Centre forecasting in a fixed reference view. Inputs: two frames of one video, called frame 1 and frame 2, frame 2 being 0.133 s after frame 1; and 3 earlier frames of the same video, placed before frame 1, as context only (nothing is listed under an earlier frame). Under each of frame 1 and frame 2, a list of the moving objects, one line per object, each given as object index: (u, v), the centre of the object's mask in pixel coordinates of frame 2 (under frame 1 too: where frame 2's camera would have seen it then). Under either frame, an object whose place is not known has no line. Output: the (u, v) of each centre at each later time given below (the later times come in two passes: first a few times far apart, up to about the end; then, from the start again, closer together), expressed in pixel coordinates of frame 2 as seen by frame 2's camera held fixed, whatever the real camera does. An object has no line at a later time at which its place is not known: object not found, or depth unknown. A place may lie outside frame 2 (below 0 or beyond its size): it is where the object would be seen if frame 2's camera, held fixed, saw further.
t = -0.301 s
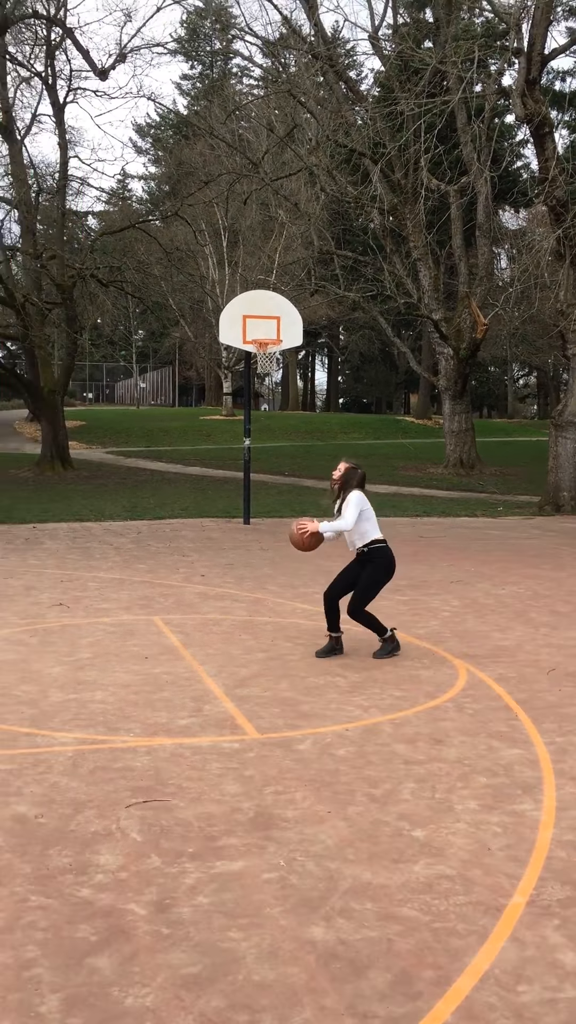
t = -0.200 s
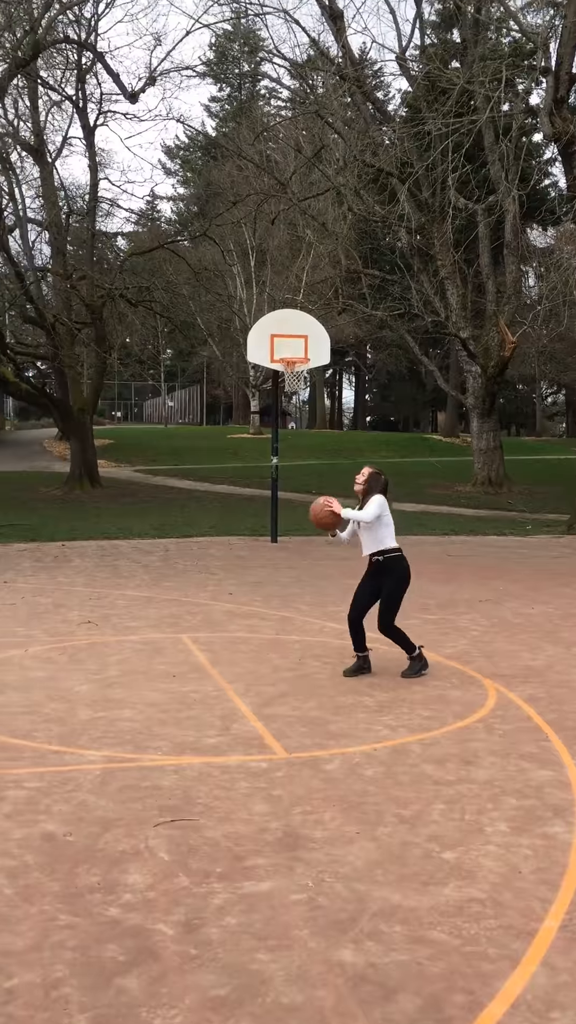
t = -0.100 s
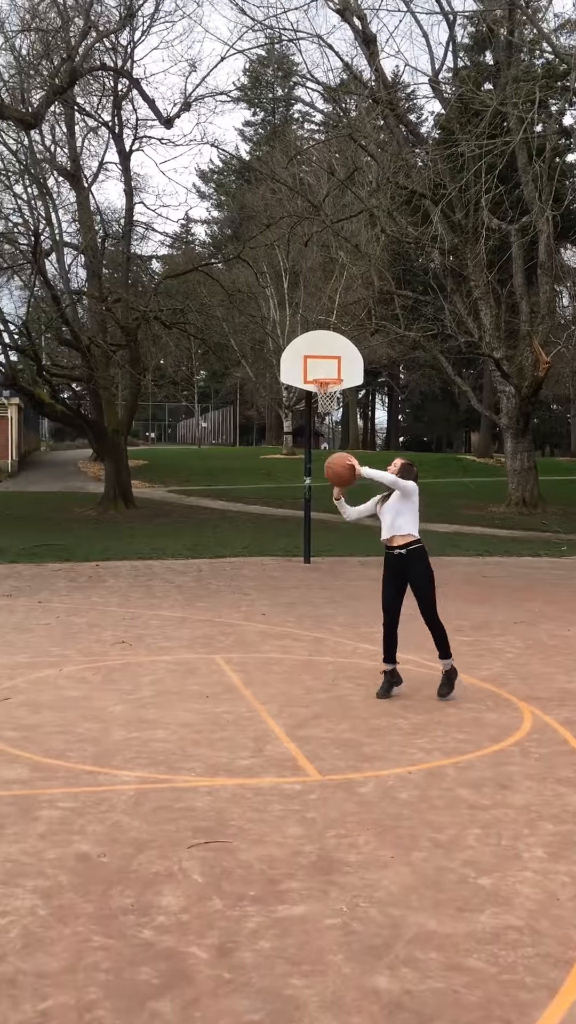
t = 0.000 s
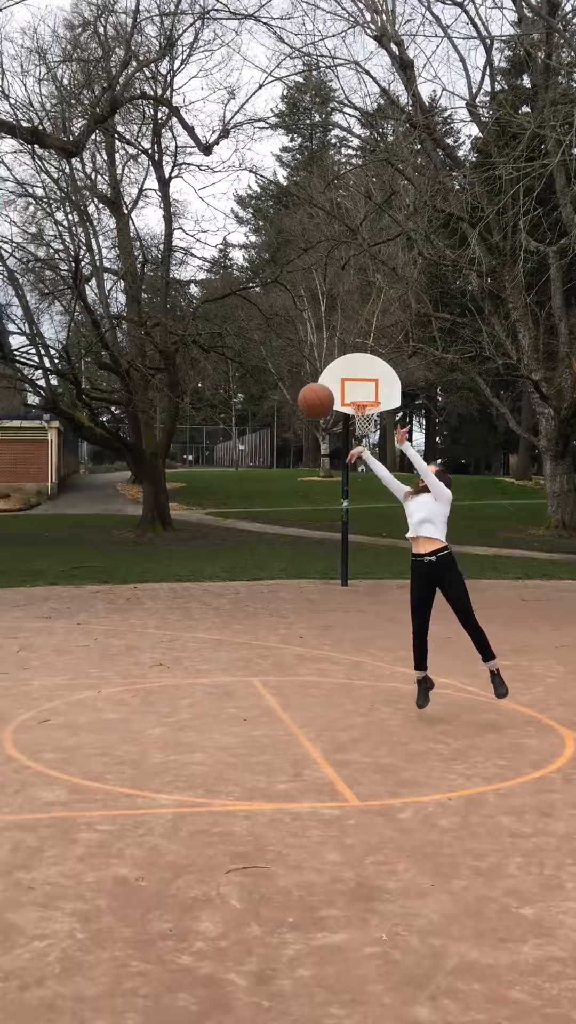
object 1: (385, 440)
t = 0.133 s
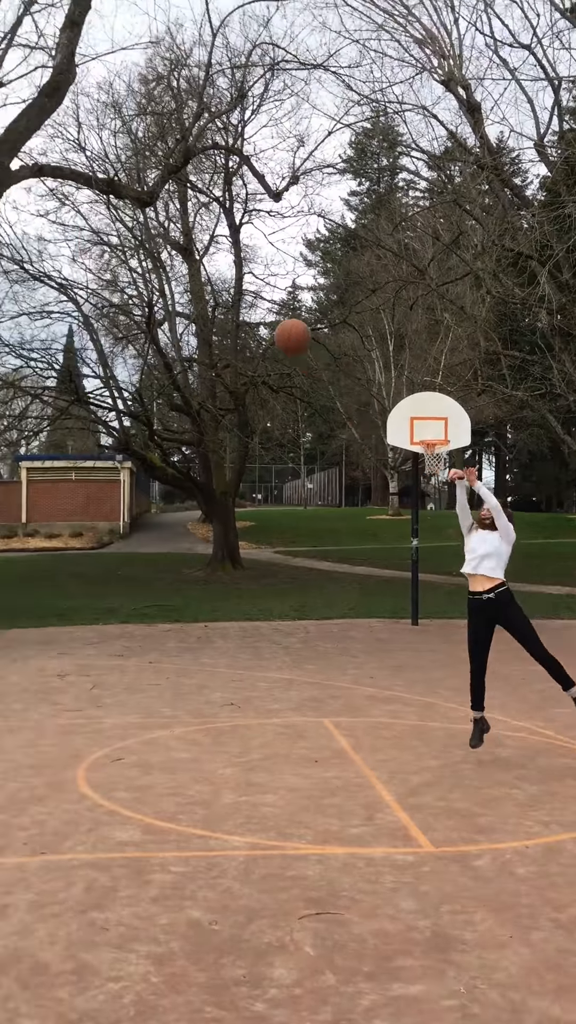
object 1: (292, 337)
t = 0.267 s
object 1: (201, 260)
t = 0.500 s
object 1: (31, 182)
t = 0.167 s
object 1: (270, 316)
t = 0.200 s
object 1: (247, 295)
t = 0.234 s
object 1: (225, 278)
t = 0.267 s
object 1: (201, 260)
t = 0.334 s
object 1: (154, 231)
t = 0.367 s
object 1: (130, 218)
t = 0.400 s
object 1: (105, 206)
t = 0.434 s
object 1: (81, 196)
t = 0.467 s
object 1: (56, 189)
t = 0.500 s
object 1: (31, 182)
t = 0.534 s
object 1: (6, 178)
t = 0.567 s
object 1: (-18, 175)
